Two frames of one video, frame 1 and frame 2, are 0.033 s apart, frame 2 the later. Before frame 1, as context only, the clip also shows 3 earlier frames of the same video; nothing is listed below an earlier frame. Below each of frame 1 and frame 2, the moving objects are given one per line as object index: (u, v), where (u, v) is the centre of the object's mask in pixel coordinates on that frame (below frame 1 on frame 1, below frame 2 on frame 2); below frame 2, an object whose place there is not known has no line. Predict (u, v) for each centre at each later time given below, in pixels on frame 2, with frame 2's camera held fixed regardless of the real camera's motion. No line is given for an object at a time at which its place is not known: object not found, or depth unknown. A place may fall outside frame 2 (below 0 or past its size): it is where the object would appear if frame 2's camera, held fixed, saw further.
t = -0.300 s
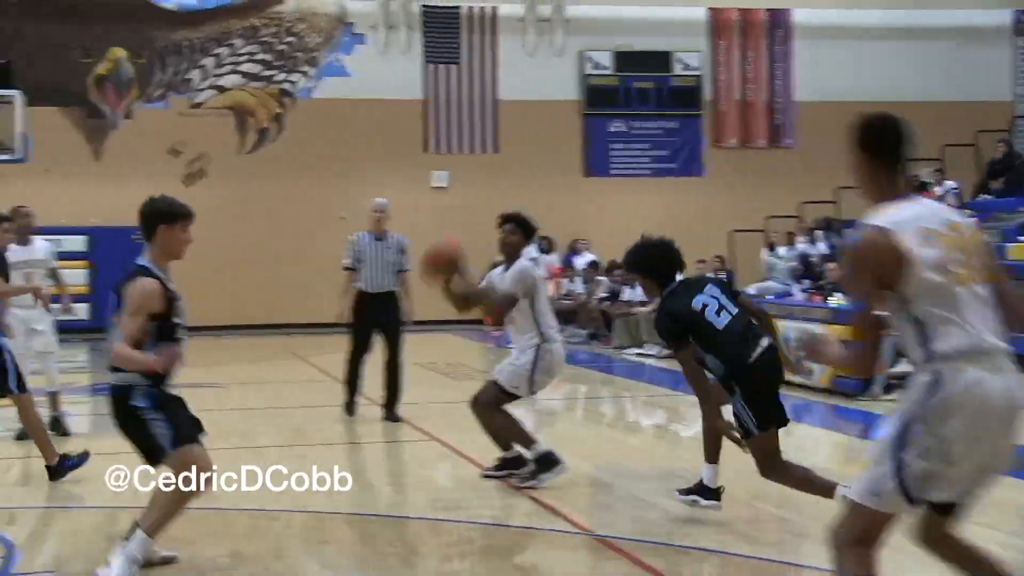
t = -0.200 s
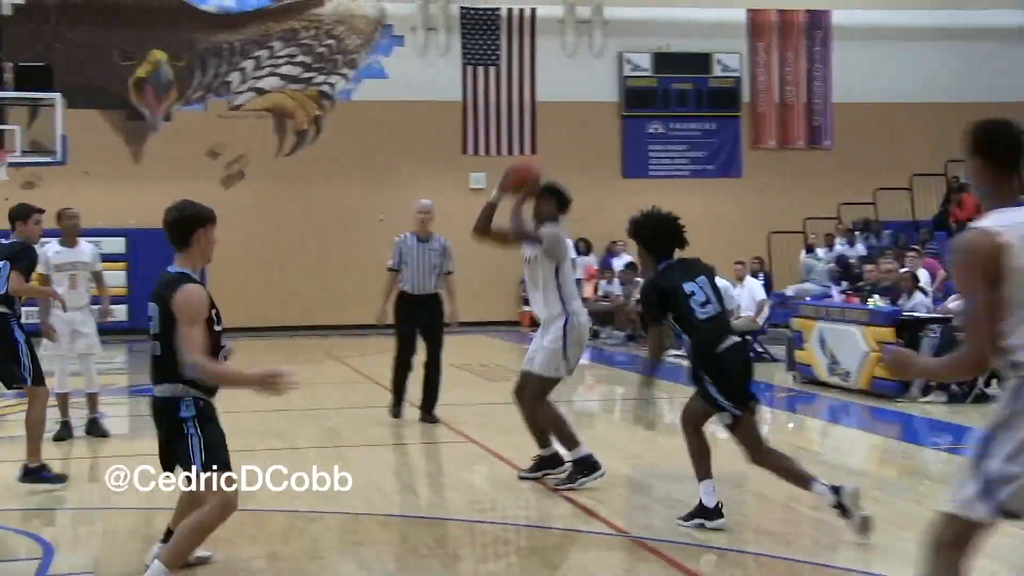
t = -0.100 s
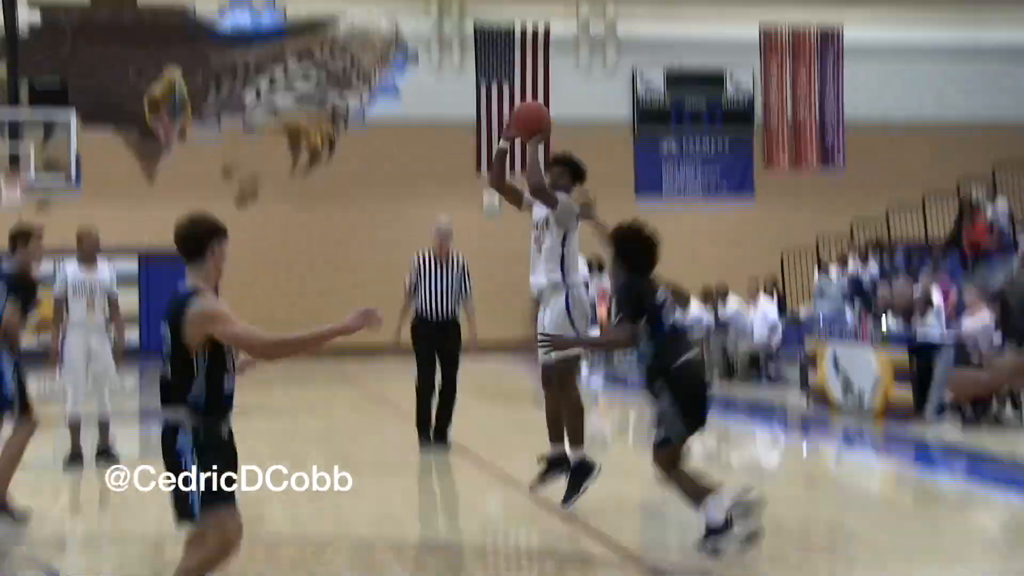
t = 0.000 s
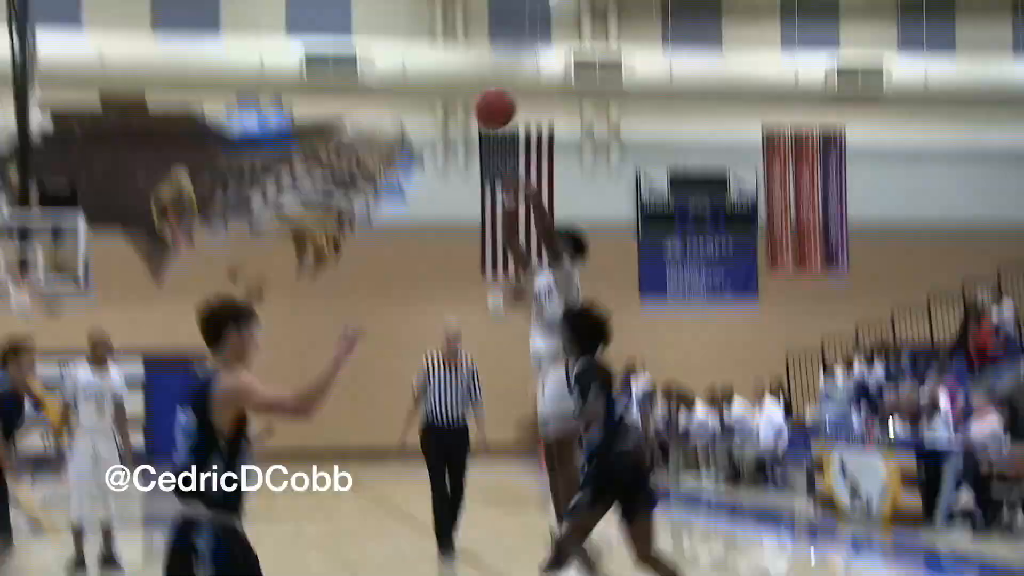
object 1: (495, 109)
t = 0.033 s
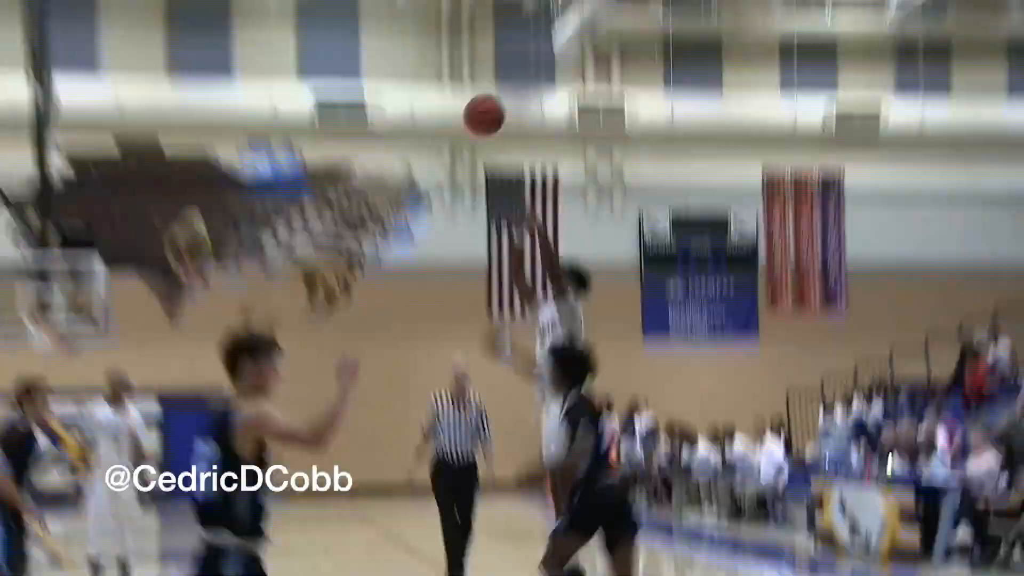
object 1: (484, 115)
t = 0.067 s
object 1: (468, 79)
